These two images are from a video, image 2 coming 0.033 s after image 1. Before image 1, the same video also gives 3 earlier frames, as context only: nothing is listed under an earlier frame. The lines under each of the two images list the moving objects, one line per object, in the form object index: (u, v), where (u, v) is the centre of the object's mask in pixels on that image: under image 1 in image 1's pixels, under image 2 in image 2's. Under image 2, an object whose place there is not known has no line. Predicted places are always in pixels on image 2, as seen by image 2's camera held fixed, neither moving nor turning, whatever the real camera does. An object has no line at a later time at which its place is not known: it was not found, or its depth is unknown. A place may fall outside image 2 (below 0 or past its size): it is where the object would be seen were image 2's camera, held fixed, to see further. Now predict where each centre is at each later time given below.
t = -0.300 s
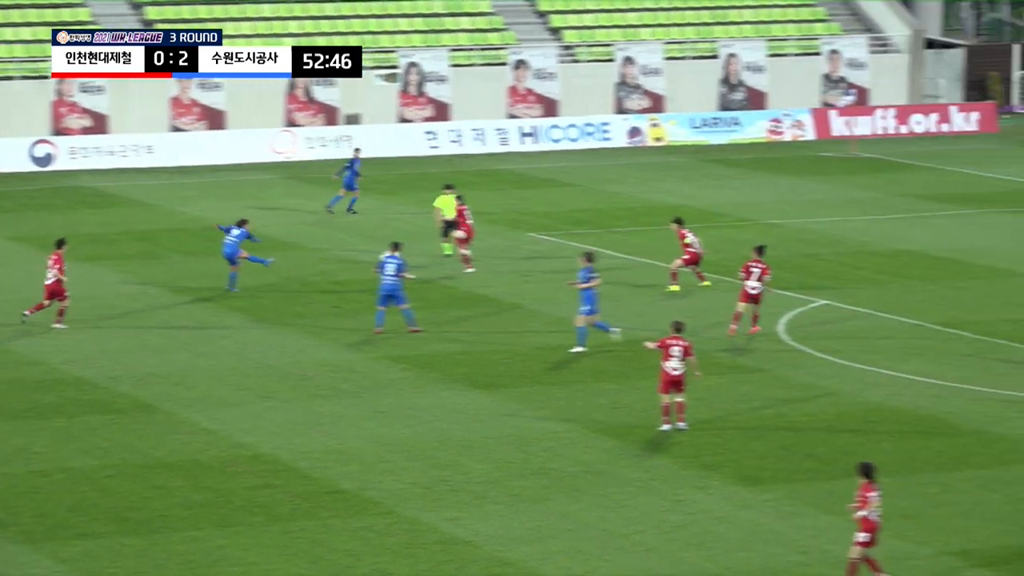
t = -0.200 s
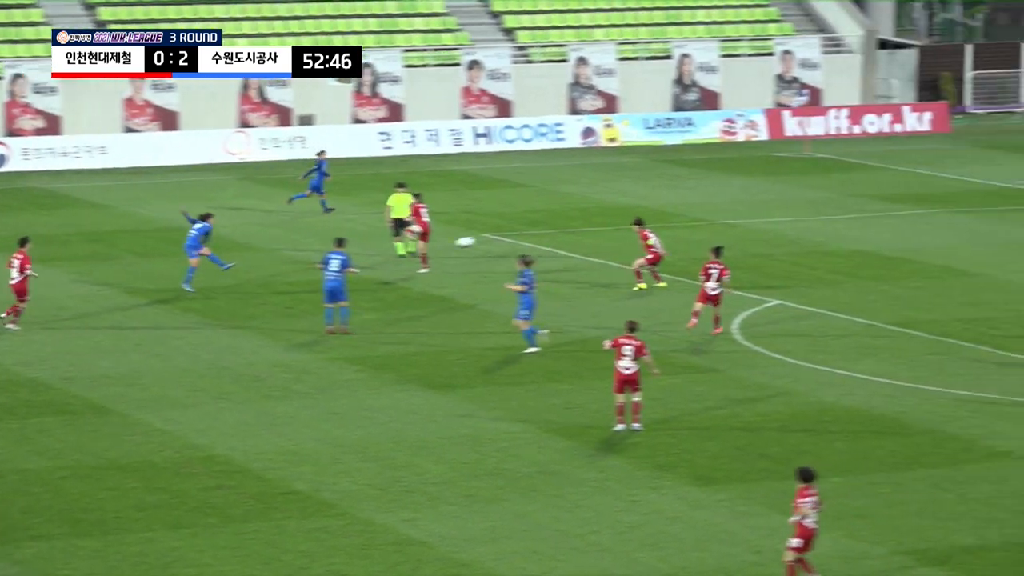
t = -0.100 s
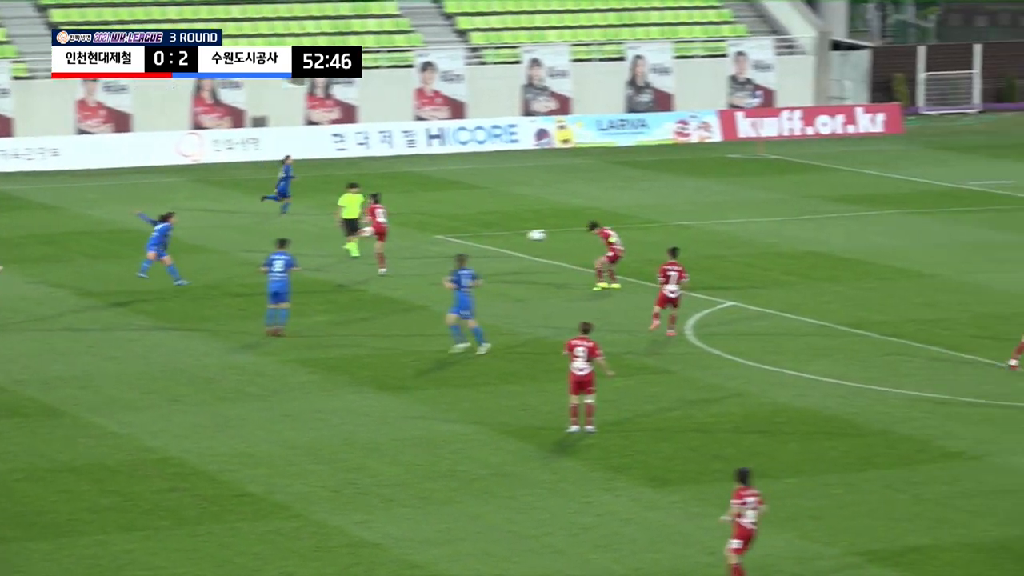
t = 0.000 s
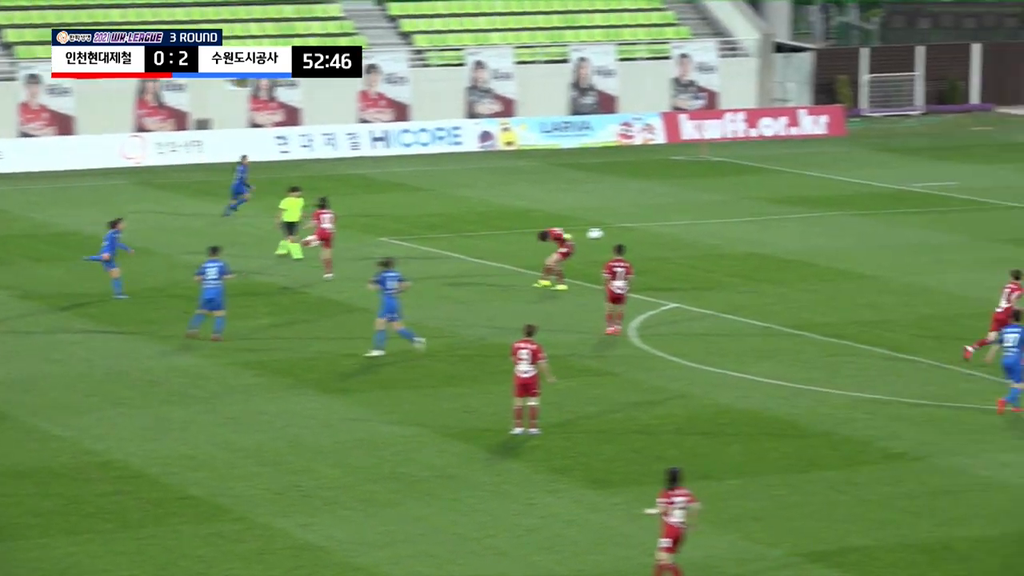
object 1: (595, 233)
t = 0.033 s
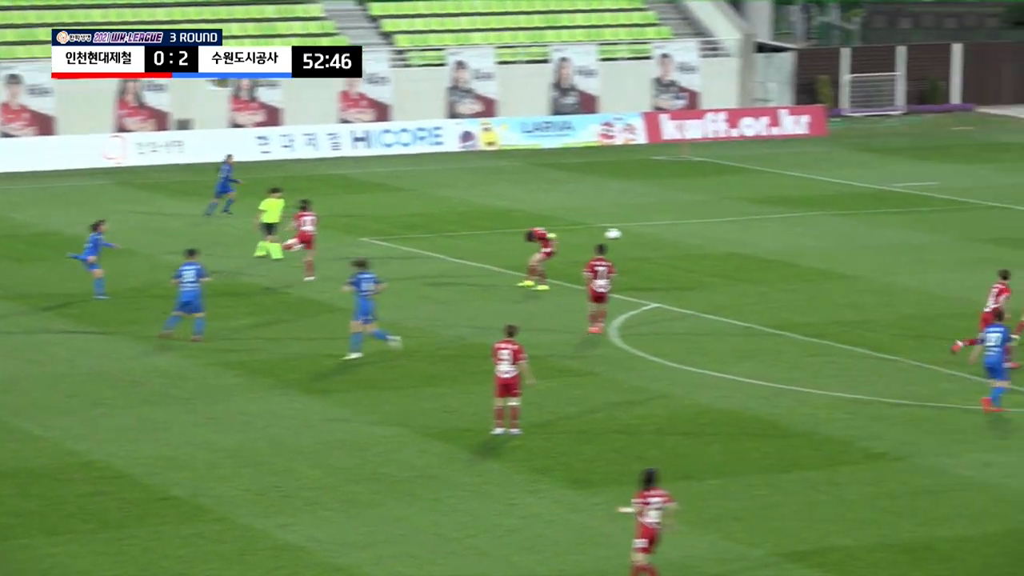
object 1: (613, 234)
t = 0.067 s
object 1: (646, 235)
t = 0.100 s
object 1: (679, 237)
